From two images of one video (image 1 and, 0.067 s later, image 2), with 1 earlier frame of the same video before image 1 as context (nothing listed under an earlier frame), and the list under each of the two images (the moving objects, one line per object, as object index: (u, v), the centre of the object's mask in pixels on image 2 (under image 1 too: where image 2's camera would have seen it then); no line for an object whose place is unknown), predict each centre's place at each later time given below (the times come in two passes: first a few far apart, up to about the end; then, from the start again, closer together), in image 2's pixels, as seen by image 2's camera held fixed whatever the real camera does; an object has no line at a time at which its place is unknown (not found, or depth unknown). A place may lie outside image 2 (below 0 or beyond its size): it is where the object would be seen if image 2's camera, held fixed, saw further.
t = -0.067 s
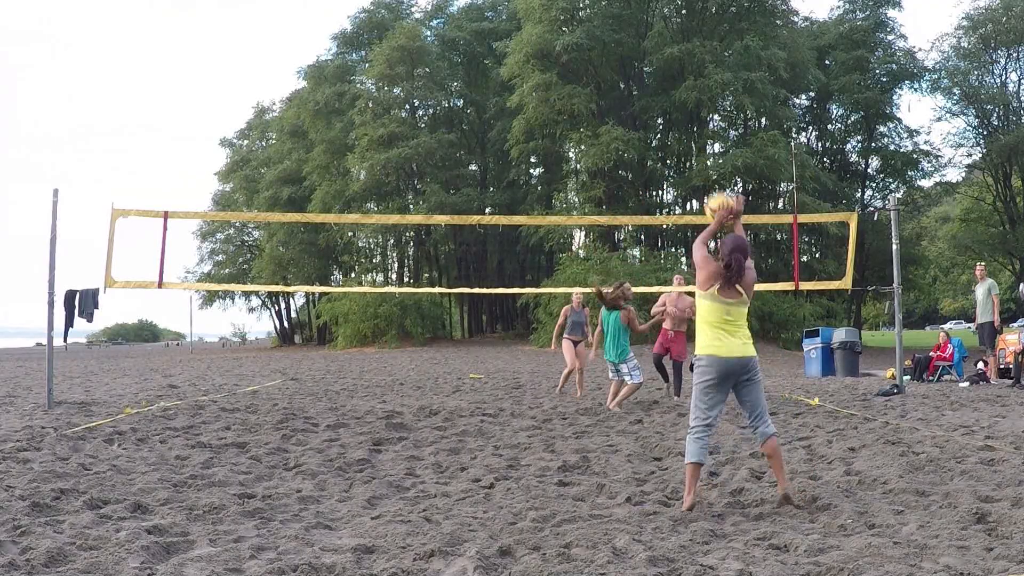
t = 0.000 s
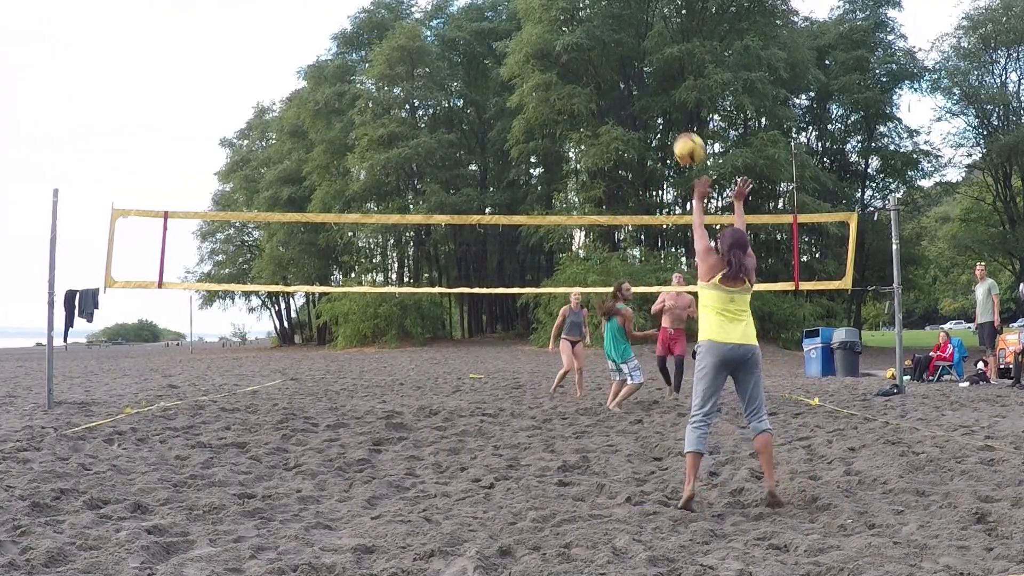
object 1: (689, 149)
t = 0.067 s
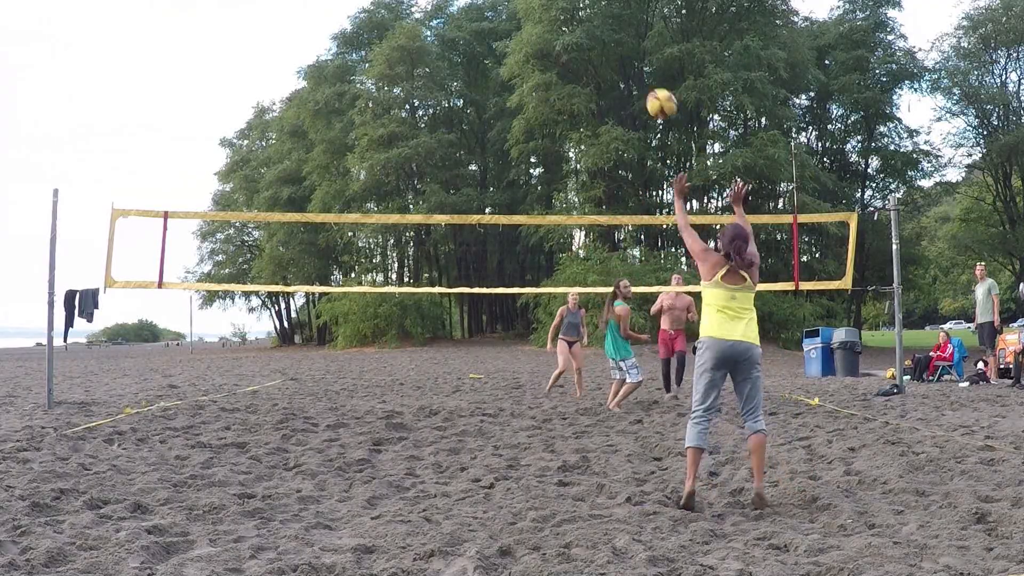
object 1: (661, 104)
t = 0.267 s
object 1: (600, 30)
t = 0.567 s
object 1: (540, 21)
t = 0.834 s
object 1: (504, 74)
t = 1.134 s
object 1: (476, 179)
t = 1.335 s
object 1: (463, 268)
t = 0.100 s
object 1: (649, 86)
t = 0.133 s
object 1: (638, 70)
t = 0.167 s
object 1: (628, 57)
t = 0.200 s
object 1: (618, 46)
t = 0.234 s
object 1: (609, 37)
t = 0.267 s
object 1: (600, 30)
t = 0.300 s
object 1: (592, 24)
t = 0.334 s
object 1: (584, 19)
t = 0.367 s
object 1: (577, 16)
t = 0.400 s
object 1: (570, 15)
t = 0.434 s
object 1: (564, 14)
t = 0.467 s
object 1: (557, 14)
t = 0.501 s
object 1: (551, 15)
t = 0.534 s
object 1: (546, 18)
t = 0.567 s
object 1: (540, 21)
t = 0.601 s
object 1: (535, 25)
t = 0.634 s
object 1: (530, 30)
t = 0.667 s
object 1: (526, 36)
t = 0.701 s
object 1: (521, 42)
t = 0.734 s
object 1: (516, 49)
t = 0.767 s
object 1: (512, 56)
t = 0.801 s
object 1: (509, 66)
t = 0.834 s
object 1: (504, 74)
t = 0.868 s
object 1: (501, 83)
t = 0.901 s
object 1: (497, 93)
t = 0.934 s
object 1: (494, 104)
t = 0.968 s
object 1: (491, 115)
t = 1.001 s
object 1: (487, 127)
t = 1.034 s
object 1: (485, 140)
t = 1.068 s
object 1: (482, 152)
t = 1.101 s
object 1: (479, 165)
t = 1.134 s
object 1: (476, 179)
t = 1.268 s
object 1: (467, 237)
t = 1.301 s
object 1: (465, 252)
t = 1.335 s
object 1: (463, 268)
